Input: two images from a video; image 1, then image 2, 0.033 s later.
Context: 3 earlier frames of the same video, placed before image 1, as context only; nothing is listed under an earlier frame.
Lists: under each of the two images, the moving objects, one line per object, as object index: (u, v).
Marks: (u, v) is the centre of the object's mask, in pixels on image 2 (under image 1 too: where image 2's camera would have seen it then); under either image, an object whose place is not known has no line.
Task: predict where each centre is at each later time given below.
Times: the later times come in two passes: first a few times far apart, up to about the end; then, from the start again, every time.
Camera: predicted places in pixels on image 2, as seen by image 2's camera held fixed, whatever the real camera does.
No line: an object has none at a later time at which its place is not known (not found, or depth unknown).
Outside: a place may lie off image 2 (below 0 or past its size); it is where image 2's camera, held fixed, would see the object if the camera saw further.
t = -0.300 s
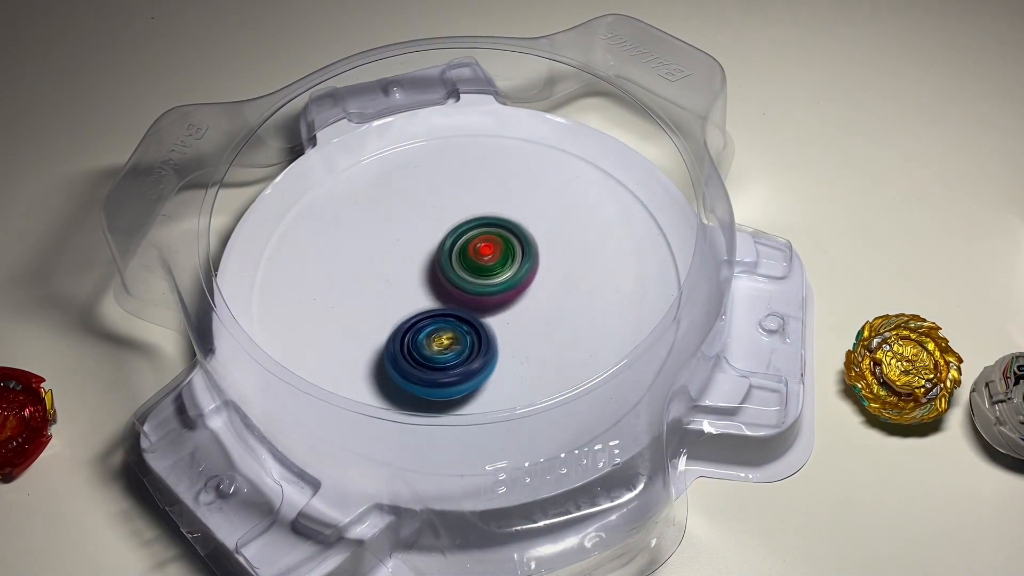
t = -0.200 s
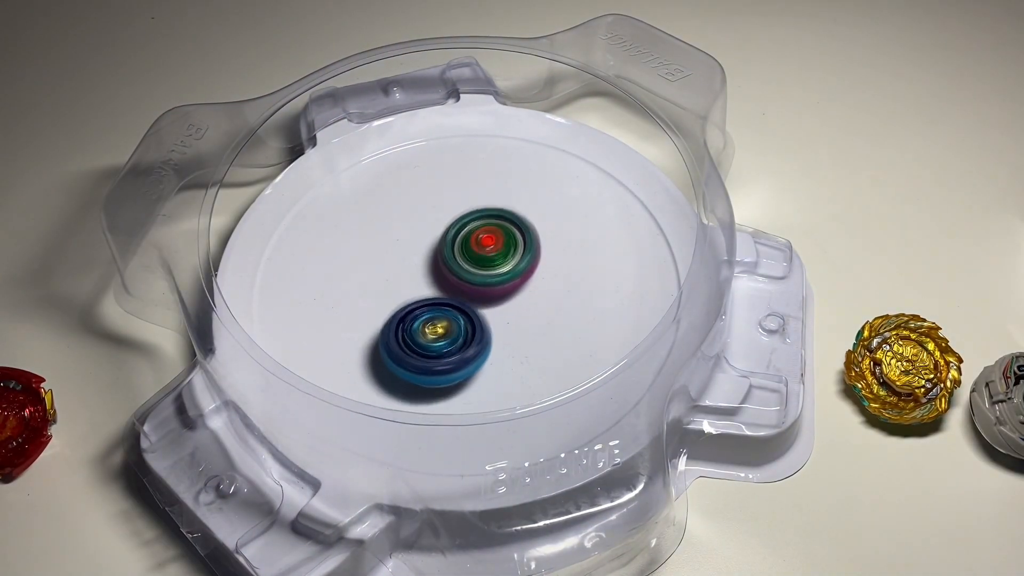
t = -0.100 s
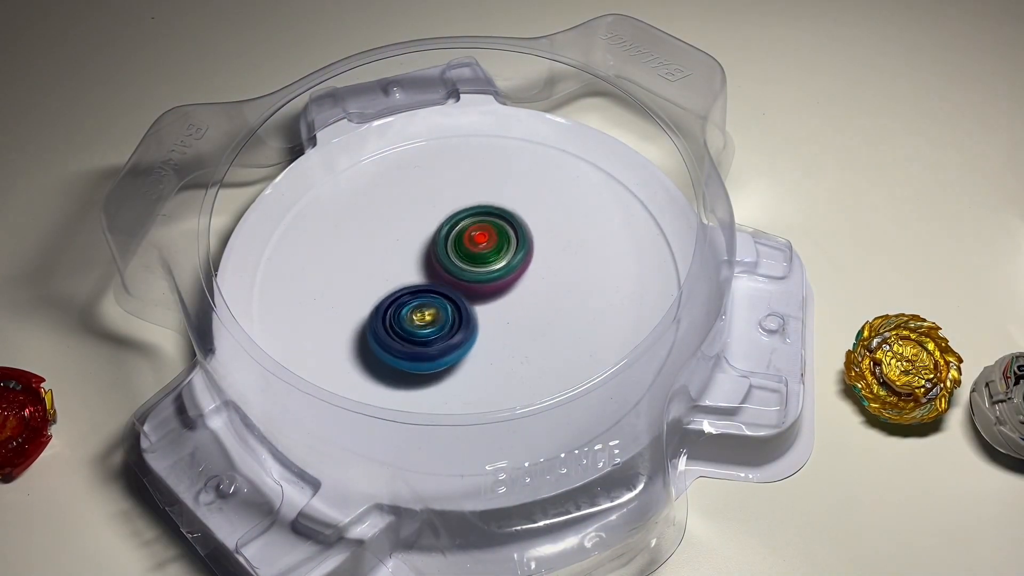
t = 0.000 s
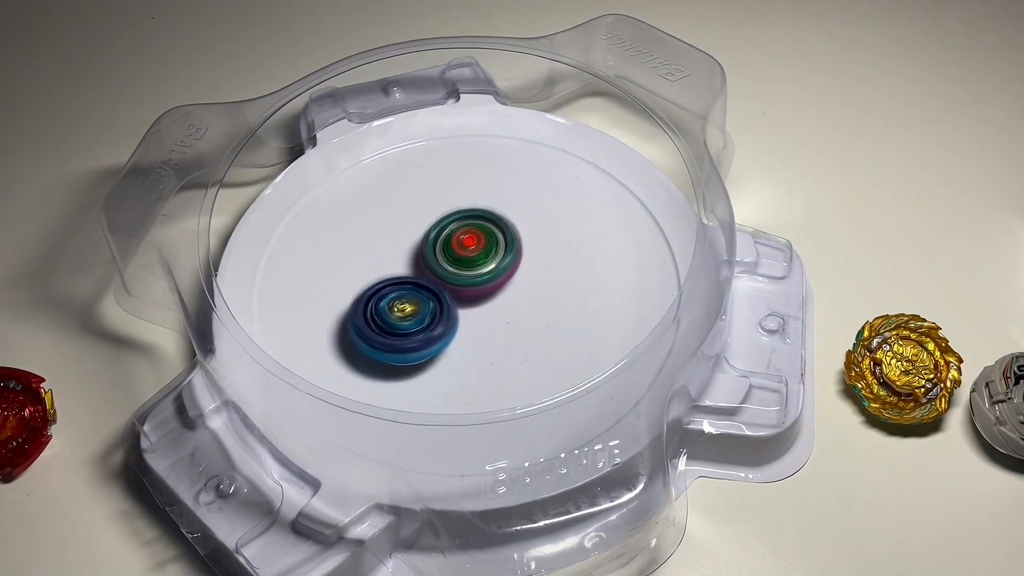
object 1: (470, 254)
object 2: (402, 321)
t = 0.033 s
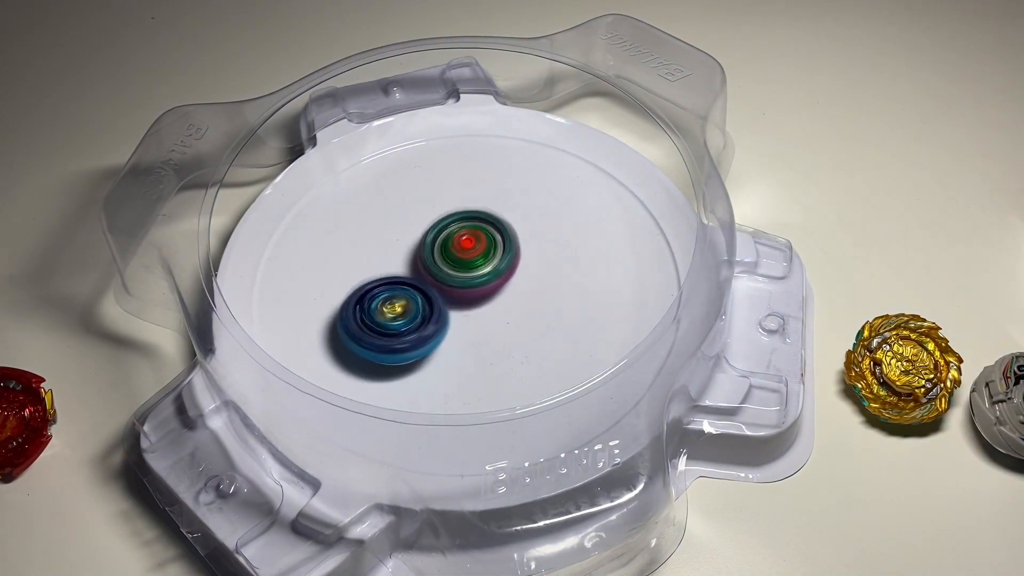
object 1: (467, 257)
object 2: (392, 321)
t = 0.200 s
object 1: (456, 274)
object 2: (359, 336)
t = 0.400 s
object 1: (473, 290)
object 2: (410, 367)
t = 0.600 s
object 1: (518, 263)
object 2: (445, 331)
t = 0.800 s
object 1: (519, 250)
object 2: (405, 276)
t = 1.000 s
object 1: (511, 254)
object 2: (348, 271)
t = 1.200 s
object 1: (488, 267)
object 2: (356, 335)
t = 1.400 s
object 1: (506, 235)
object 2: (424, 392)
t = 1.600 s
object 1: (511, 197)
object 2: (485, 375)
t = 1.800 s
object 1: (469, 213)
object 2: (537, 276)
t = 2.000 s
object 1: (419, 210)
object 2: (524, 260)
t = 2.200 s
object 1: (380, 237)
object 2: (497, 230)
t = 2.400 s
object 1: (351, 272)
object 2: (463, 257)
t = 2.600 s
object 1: (357, 304)
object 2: (483, 316)
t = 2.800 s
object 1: (401, 313)
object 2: (546, 313)
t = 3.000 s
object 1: (429, 299)
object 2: (545, 271)
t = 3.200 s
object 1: (405, 289)
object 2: (519, 252)
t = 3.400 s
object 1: (393, 286)
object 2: (500, 253)
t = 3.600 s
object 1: (386, 285)
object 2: (500, 273)
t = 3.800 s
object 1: (388, 276)
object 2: (518, 306)
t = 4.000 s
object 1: (413, 267)
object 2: (543, 309)
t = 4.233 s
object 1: (431, 248)
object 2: (525, 305)
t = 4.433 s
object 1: (449, 245)
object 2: (505, 319)
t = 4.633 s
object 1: (471, 242)
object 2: (490, 324)
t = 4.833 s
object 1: (493, 235)
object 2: (451, 342)
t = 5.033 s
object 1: (509, 241)
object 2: (432, 355)
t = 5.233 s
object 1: (512, 257)
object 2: (434, 338)
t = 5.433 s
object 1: (515, 275)
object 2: (399, 315)
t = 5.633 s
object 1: (499, 295)
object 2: (363, 313)
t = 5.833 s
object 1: (493, 314)
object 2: (379, 309)
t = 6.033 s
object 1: (492, 321)
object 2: (383, 272)
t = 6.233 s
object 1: (469, 320)
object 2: (383, 255)
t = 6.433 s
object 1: (459, 323)
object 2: (396, 236)
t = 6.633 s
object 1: (437, 323)
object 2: (429, 231)
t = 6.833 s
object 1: (427, 316)
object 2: (475, 224)
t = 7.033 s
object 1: (424, 303)
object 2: (505, 214)
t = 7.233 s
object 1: (434, 287)
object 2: (512, 221)
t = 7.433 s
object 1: (434, 281)
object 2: (541, 216)
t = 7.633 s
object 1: (434, 275)
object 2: (548, 226)
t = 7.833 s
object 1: (441, 272)
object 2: (554, 241)
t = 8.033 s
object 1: (434, 270)
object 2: (561, 270)
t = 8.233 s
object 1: (446, 272)
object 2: (545, 305)
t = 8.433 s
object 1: (457, 274)
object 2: (529, 337)
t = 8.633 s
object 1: (466, 276)
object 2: (503, 354)
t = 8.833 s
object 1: (468, 272)
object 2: (465, 371)
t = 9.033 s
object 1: (466, 274)
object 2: (429, 366)
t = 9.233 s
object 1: (469, 272)
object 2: (389, 347)
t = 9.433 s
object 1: (466, 270)
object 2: (368, 324)
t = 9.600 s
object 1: (493, 271)
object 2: (338, 295)
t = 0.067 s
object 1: (465, 259)
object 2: (383, 322)
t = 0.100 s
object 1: (462, 262)
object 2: (373, 324)
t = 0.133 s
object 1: (460, 266)
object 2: (366, 327)
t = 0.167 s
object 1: (458, 270)
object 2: (361, 331)
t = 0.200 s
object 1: (456, 274)
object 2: (359, 336)
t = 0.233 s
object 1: (456, 278)
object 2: (361, 342)
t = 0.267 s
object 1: (456, 282)
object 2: (366, 348)
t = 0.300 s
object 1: (458, 286)
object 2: (374, 355)
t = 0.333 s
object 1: (460, 289)
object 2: (387, 360)
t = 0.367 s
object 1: (465, 290)
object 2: (400, 364)
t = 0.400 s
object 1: (473, 290)
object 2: (410, 367)
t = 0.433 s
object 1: (481, 288)
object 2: (422, 366)
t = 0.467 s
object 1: (489, 285)
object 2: (433, 362)
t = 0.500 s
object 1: (498, 280)
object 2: (438, 358)
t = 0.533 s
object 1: (505, 275)
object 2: (445, 350)
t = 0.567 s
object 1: (512, 269)
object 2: (446, 342)
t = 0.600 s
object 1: (518, 263)
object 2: (445, 331)
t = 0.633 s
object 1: (521, 258)
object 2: (442, 320)
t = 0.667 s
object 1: (522, 254)
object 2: (437, 309)
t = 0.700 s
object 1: (523, 251)
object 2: (431, 299)
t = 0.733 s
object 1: (521, 250)
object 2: (423, 291)
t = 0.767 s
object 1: (520, 250)
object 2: (415, 283)
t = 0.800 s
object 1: (519, 250)
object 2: (405, 276)
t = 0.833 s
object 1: (519, 250)
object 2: (396, 270)
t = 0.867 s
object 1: (517, 250)
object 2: (385, 266)
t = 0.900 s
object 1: (516, 250)
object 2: (375, 264)
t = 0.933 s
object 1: (515, 251)
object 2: (364, 264)
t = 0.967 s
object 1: (513, 252)
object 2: (356, 267)
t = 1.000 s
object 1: (511, 254)
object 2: (348, 271)
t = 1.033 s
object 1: (509, 255)
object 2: (341, 277)
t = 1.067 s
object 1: (505, 257)
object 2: (335, 287)
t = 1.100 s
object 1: (502, 258)
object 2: (333, 298)
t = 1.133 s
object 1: (497, 261)
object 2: (335, 310)
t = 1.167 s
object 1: (493, 263)
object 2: (343, 324)
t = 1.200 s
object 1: (488, 267)
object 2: (356, 335)
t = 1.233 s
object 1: (483, 269)
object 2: (375, 344)
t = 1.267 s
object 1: (478, 273)
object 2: (397, 349)
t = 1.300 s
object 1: (475, 273)
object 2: (420, 351)
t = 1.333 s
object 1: (483, 265)
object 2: (424, 364)
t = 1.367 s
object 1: (496, 249)
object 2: (423, 379)
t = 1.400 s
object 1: (506, 235)
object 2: (424, 392)
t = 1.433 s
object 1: (514, 222)
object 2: (428, 401)
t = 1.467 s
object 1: (519, 212)
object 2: (435, 404)
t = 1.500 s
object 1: (521, 205)
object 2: (445, 403)
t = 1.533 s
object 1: (520, 200)
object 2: (457, 397)
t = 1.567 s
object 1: (516, 197)
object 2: (470, 389)
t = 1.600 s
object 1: (511, 197)
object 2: (485, 375)
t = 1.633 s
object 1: (504, 197)
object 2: (499, 360)
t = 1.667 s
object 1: (498, 199)
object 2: (512, 343)
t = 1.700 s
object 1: (491, 203)
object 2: (522, 325)
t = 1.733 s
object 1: (484, 208)
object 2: (531, 306)
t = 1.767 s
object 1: (477, 214)
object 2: (535, 287)
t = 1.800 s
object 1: (469, 213)
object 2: (537, 276)
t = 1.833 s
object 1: (458, 206)
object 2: (541, 277)
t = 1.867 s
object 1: (449, 201)
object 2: (541, 276)
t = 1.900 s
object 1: (440, 200)
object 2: (540, 274)
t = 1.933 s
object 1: (431, 201)
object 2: (536, 271)
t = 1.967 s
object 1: (424, 205)
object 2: (530, 266)
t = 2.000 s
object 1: (419, 210)
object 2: (524, 260)
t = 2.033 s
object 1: (415, 216)
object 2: (516, 253)
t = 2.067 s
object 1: (409, 221)
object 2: (510, 246)
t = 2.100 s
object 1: (398, 222)
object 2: (510, 243)
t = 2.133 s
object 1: (390, 226)
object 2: (508, 239)
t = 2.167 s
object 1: (384, 231)
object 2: (503, 234)
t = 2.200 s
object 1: (380, 237)
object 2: (497, 230)
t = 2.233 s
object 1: (378, 244)
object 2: (489, 228)
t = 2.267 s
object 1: (373, 250)
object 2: (481, 229)
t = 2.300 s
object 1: (367, 255)
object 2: (476, 233)
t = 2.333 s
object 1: (361, 261)
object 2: (470, 240)
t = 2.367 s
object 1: (355, 266)
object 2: (467, 248)
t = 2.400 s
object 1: (351, 272)
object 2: (463, 257)
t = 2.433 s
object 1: (348, 278)
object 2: (461, 268)
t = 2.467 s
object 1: (346, 283)
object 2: (462, 278)
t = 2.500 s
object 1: (346, 289)
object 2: (464, 289)
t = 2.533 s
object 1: (348, 294)
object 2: (469, 300)
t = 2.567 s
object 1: (351, 299)
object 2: (476, 310)
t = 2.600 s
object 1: (357, 304)
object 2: (483, 316)
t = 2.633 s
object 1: (362, 308)
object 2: (493, 320)
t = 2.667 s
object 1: (368, 311)
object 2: (504, 323)
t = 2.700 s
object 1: (376, 313)
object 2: (514, 323)
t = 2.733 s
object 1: (384, 313)
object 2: (526, 322)
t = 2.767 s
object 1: (392, 313)
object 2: (536, 318)
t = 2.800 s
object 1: (401, 313)
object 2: (546, 313)
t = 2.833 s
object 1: (410, 312)
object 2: (553, 307)
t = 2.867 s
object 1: (418, 310)
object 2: (556, 299)
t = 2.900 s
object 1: (425, 308)
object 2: (555, 292)
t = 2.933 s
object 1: (432, 305)
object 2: (550, 284)
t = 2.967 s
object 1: (433, 302)
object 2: (546, 277)
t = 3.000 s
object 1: (429, 299)
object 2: (545, 271)
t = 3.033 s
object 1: (426, 296)
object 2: (540, 267)
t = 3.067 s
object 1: (424, 295)
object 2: (532, 262)
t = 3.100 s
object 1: (417, 293)
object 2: (530, 259)
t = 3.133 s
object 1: (411, 291)
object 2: (528, 256)
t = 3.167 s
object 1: (407, 289)
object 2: (524, 254)
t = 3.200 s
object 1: (405, 289)
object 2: (519, 252)
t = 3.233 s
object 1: (404, 288)
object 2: (512, 251)
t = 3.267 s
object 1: (402, 287)
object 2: (508, 251)
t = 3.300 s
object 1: (399, 286)
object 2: (505, 250)
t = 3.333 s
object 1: (396, 286)
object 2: (504, 250)
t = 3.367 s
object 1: (394, 286)
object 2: (502, 251)
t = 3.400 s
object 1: (393, 286)
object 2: (500, 253)
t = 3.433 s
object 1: (388, 285)
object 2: (503, 255)
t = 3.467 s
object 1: (384, 286)
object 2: (504, 258)
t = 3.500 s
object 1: (383, 286)
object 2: (505, 260)
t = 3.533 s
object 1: (384, 287)
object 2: (503, 264)
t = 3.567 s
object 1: (385, 287)
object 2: (501, 268)
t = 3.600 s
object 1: (386, 285)
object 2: (500, 273)
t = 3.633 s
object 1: (383, 283)
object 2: (504, 280)
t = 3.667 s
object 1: (381, 281)
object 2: (507, 286)
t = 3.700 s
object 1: (381, 279)
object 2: (509, 292)
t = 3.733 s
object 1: (383, 278)
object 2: (511, 297)
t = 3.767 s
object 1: (385, 277)
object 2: (514, 303)
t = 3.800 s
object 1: (388, 276)
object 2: (518, 306)
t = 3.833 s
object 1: (391, 274)
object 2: (522, 309)
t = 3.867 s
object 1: (395, 273)
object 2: (526, 311)
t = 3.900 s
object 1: (399, 271)
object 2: (532, 312)
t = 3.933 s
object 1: (404, 270)
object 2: (537, 312)
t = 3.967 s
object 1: (409, 269)
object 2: (540, 310)
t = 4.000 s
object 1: (413, 267)
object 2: (543, 309)
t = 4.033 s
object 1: (418, 266)
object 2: (543, 306)
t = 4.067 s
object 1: (424, 265)
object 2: (541, 302)
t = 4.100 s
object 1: (430, 264)
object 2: (537, 299)
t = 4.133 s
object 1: (436, 261)
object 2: (531, 296)
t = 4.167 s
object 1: (432, 255)
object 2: (530, 300)
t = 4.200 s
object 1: (431, 250)
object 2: (528, 303)
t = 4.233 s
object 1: (431, 248)
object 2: (525, 305)
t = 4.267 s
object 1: (432, 248)
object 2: (522, 307)
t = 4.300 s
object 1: (434, 248)
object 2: (518, 309)
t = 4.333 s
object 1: (437, 248)
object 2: (514, 311)
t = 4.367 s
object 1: (441, 249)
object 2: (510, 312)
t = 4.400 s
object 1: (445, 247)
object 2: (507, 315)
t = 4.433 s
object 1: (449, 245)
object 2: (505, 319)
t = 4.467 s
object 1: (452, 245)
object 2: (502, 322)
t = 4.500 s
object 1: (456, 244)
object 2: (500, 324)
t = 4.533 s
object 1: (460, 244)
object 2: (498, 326)
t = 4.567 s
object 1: (464, 243)
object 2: (496, 326)
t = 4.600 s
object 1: (468, 242)
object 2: (494, 326)
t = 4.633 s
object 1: (471, 242)
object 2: (490, 324)
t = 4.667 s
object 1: (476, 240)
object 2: (485, 325)
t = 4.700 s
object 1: (482, 236)
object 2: (479, 330)
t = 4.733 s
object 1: (484, 236)
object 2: (471, 334)
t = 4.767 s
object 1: (487, 235)
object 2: (464, 337)
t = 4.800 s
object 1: (490, 234)
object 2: (458, 339)
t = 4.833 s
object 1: (493, 235)
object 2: (451, 342)
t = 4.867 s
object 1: (497, 235)
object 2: (447, 345)
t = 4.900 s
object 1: (499, 236)
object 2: (442, 347)
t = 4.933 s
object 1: (502, 237)
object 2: (438, 350)
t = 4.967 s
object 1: (504, 238)
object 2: (435, 352)
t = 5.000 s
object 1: (507, 240)
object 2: (433, 354)
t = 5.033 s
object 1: (509, 241)
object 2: (432, 355)
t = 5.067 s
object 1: (511, 243)
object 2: (432, 354)
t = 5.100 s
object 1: (512, 246)
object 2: (432, 352)
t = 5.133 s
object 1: (512, 248)
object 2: (432, 350)
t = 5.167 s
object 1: (513, 250)
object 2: (433, 346)
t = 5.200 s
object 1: (513, 253)
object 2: (433, 342)
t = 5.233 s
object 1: (512, 257)
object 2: (434, 338)
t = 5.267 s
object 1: (512, 260)
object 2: (432, 333)
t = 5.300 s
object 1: (512, 263)
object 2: (430, 328)
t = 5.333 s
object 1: (511, 266)
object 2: (427, 323)
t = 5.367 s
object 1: (512, 270)
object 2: (421, 320)
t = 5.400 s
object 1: (514, 273)
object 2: (410, 317)
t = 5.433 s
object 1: (515, 275)
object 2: (399, 315)
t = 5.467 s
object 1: (515, 277)
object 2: (389, 313)
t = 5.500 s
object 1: (513, 279)
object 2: (381, 312)
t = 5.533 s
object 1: (510, 283)
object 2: (375, 311)
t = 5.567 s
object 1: (506, 287)
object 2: (369, 310)
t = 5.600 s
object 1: (502, 291)
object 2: (365, 311)
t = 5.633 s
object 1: (499, 295)
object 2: (363, 313)
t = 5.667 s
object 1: (495, 299)
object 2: (364, 314)
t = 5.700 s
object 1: (492, 302)
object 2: (366, 316)
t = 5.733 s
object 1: (488, 305)
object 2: (371, 317)
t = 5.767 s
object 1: (485, 309)
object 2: (376, 318)
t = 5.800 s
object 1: (490, 312)
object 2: (377, 314)
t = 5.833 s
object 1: (493, 314)
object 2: (379, 309)
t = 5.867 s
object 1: (494, 316)
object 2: (382, 305)
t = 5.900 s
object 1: (493, 317)
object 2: (386, 299)
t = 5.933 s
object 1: (493, 318)
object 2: (387, 292)
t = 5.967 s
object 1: (494, 320)
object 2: (386, 285)
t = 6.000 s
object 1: (494, 321)
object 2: (384, 277)
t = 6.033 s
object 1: (492, 321)
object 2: (383, 272)
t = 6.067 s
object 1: (490, 321)
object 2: (382, 266)
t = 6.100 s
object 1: (487, 317)
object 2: (381, 262)
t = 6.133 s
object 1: (482, 320)
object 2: (380, 259)
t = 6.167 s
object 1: (478, 320)
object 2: (381, 257)
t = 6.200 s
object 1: (473, 320)
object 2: (381, 256)
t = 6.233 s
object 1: (469, 320)
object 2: (383, 255)
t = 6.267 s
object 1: (464, 319)
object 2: (386, 254)
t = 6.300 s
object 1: (461, 322)
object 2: (388, 252)
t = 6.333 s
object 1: (461, 326)
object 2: (389, 246)
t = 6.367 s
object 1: (461, 325)
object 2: (391, 242)
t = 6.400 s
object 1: (458, 329)
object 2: (393, 239)
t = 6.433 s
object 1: (459, 323)
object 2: (396, 236)
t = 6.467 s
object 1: (453, 328)
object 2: (399, 235)
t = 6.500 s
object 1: (453, 321)
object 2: (404, 233)
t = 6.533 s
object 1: (446, 326)
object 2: (409, 233)
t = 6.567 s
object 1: (446, 320)
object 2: (415, 232)
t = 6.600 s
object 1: (440, 324)
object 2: (421, 231)
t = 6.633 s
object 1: (437, 323)
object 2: (429, 231)
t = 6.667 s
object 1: (437, 318)
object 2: (436, 230)
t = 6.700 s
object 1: (435, 318)
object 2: (445, 230)
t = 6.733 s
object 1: (432, 317)
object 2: (452, 228)
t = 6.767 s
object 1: (430, 318)
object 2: (460, 228)
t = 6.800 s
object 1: (428, 318)
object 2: (468, 226)
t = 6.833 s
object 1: (427, 316)
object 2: (475, 224)
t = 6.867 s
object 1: (426, 313)
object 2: (481, 222)
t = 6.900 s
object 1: (424, 314)
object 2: (486, 220)
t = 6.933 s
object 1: (423, 311)
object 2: (493, 218)
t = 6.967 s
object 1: (424, 309)
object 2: (498, 216)
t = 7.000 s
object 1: (424, 306)
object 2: (502, 215)
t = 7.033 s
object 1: (424, 303)
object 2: (505, 214)
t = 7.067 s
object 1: (426, 300)
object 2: (509, 213)
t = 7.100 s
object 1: (427, 298)
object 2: (511, 213)
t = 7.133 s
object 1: (429, 294)
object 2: (512, 214)
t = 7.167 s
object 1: (431, 291)
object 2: (512, 215)
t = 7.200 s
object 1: (433, 289)
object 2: (512, 218)
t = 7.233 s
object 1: (434, 287)
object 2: (512, 221)
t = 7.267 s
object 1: (429, 287)
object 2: (520, 219)
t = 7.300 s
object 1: (426, 287)
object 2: (526, 219)
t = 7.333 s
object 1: (427, 287)
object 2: (533, 217)
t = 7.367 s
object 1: (429, 285)
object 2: (538, 215)
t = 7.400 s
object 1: (431, 283)
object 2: (540, 215)
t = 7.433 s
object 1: (434, 281)
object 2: (541, 216)
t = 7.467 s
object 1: (437, 279)
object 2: (541, 217)
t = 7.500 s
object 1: (440, 278)
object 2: (541, 217)
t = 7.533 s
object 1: (442, 276)
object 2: (538, 221)
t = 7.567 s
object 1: (442, 275)
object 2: (538, 223)
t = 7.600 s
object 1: (437, 274)
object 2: (544, 224)
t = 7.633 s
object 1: (434, 275)
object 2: (548, 226)
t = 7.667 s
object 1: (433, 274)
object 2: (552, 228)
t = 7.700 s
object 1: (434, 275)
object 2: (556, 229)
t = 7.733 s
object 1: (436, 275)
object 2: (556, 232)
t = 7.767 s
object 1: (438, 273)
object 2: (556, 234)
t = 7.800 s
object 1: (439, 273)
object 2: (557, 237)
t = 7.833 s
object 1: (441, 272)
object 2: (554, 241)
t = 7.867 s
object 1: (442, 272)
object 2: (552, 244)
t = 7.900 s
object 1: (439, 270)
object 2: (553, 250)
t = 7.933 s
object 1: (436, 269)
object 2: (556, 255)
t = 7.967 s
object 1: (433, 269)
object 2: (559, 259)
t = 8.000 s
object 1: (433, 270)
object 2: (561, 265)
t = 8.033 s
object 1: (434, 270)
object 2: (561, 270)
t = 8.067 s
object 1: (436, 271)
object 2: (560, 275)
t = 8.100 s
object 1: (438, 271)
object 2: (559, 281)
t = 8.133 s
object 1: (440, 271)
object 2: (556, 287)
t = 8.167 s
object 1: (443, 272)
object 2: (552, 293)
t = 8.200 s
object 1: (445, 272)
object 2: (548, 299)
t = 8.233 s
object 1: (446, 272)
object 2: (545, 305)
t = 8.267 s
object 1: (448, 273)
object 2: (542, 311)
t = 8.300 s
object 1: (449, 272)
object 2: (539, 318)
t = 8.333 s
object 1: (451, 273)
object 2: (537, 322)
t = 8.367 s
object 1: (453, 274)
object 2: (535, 327)
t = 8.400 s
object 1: (454, 274)
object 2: (531, 332)
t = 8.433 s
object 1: (457, 274)
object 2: (529, 337)
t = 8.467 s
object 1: (460, 274)
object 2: (525, 341)
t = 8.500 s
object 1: (461, 275)
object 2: (521, 345)
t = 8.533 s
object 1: (463, 275)
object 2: (517, 348)
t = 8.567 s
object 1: (464, 275)
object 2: (513, 351)
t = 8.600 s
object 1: (465, 276)
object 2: (508, 353)
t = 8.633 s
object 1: (466, 276)
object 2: (503, 354)
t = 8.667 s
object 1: (467, 276)
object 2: (497, 356)
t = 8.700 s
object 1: (468, 273)
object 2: (490, 361)
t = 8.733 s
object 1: (468, 271)
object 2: (484, 365)
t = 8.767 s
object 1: (468, 270)
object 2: (478, 368)
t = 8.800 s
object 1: (467, 271)
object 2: (471, 370)
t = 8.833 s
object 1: (468, 272)
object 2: (465, 371)
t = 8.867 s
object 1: (467, 271)
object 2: (458, 372)
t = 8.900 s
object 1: (468, 272)
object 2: (451, 372)
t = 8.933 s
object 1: (468, 273)
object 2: (444, 373)
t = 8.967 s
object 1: (467, 274)
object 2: (438, 371)
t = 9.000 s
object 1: (467, 274)
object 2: (434, 370)
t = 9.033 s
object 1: (466, 274)
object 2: (429, 366)
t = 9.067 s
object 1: (466, 275)
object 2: (423, 363)
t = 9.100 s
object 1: (465, 275)
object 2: (419, 359)
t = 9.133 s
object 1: (464, 275)
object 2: (414, 355)
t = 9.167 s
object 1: (465, 275)
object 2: (407, 351)
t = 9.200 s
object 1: (468, 274)
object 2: (396, 350)
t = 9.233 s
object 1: (469, 272)
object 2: (389, 347)
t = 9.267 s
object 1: (469, 271)
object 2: (383, 344)
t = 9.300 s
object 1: (468, 270)
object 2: (379, 341)
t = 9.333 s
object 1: (468, 270)
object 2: (375, 337)
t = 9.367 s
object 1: (467, 269)
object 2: (372, 333)
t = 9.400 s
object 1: (467, 270)
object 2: (370, 328)
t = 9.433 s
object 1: (466, 270)
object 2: (368, 324)
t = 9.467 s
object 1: (465, 271)
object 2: (367, 319)
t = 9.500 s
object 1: (464, 271)
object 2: (368, 313)
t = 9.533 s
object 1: (464, 271)
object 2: (367, 307)
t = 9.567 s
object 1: (479, 272)
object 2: (349, 302)
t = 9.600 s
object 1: (493, 271)
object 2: (338, 295)
